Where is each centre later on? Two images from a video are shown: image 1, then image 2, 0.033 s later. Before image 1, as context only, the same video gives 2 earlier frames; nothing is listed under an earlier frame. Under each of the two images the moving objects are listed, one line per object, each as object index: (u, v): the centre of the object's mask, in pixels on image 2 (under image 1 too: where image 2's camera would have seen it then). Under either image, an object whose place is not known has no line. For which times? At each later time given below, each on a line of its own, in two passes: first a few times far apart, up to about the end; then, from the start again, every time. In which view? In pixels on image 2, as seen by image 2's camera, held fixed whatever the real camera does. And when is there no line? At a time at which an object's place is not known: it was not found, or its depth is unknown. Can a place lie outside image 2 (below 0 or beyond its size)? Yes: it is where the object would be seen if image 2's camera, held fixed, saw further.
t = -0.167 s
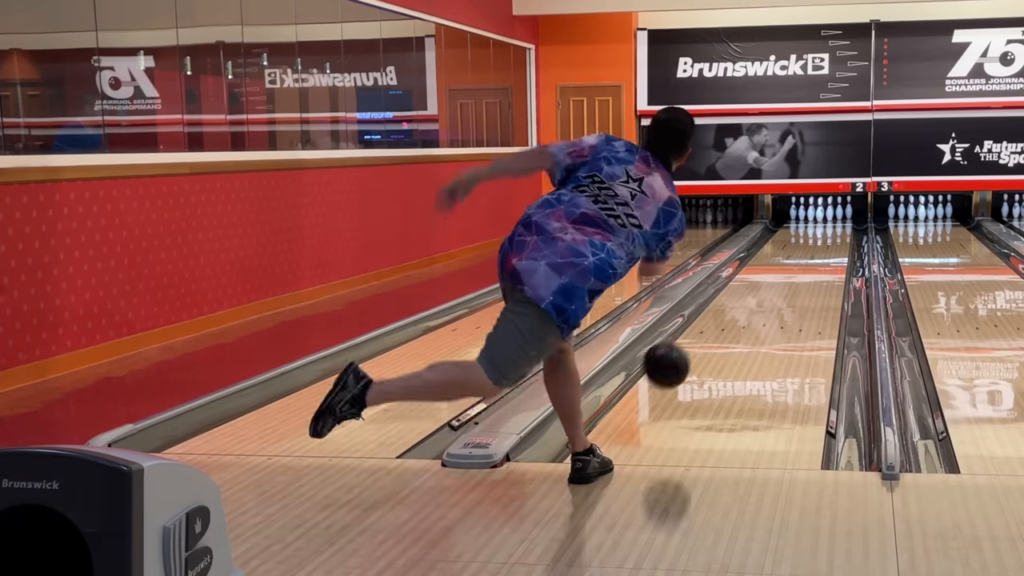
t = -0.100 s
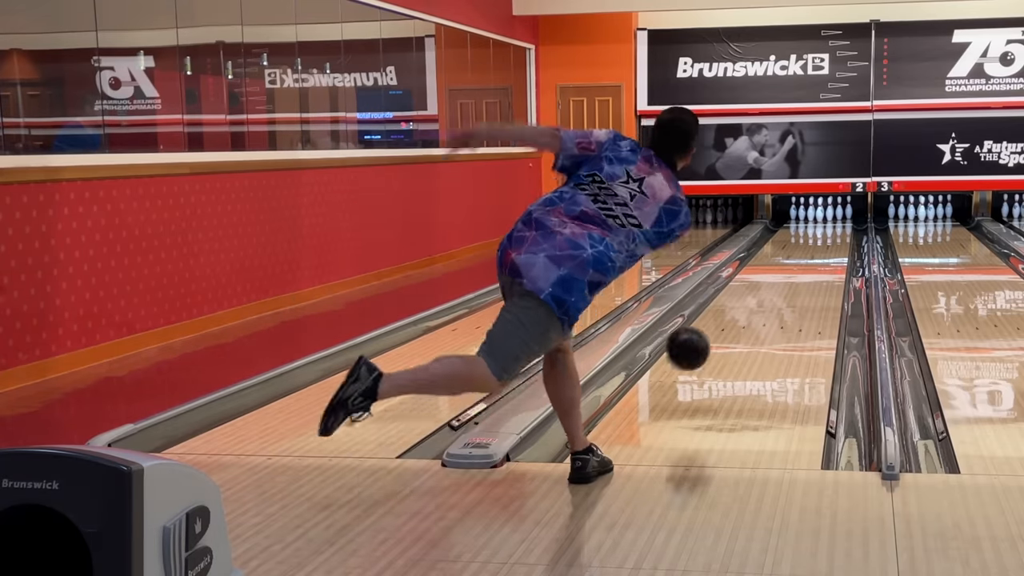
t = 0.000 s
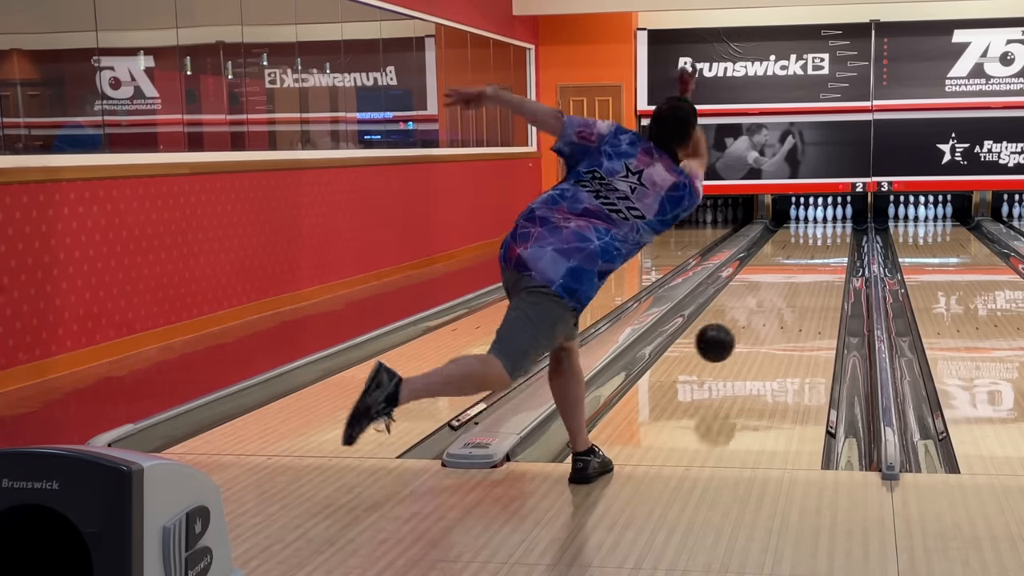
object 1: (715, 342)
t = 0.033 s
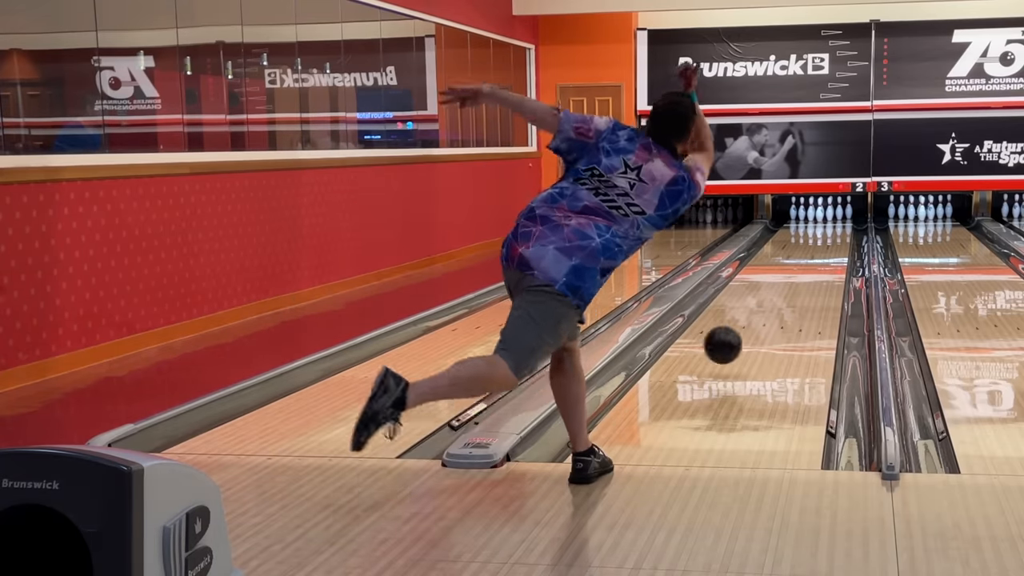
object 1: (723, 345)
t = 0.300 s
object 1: (770, 314)
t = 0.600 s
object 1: (803, 281)
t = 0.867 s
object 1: (823, 261)
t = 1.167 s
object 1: (837, 245)
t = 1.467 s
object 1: (841, 232)
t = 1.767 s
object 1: (837, 223)
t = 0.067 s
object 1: (730, 349)
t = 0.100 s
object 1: (737, 343)
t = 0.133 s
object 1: (743, 334)
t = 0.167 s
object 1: (749, 328)
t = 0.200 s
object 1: (755, 323)
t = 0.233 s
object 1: (760, 320)
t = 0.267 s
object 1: (765, 319)
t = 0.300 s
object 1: (770, 314)
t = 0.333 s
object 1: (774, 310)
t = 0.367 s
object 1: (779, 306)
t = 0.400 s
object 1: (783, 302)
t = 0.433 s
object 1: (787, 298)
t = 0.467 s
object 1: (790, 295)
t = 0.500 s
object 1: (794, 291)
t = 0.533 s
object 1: (797, 288)
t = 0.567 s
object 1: (800, 285)
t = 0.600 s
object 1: (803, 281)
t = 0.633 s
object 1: (806, 279)
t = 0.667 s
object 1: (809, 276)
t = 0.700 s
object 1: (811, 273)
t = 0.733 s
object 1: (814, 271)
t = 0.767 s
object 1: (816, 268)
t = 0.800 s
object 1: (819, 266)
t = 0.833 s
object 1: (821, 263)
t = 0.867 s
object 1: (823, 261)
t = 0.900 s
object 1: (825, 259)
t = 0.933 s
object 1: (827, 257)
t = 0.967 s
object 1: (828, 255)
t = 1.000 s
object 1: (830, 253)
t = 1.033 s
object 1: (832, 251)
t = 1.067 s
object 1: (833, 249)
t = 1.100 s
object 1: (835, 248)
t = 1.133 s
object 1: (836, 246)
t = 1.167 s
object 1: (837, 245)
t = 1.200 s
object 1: (838, 243)
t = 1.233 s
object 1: (838, 242)
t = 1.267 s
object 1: (839, 240)
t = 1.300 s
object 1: (840, 238)
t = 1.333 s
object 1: (840, 237)
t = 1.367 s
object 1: (841, 236)
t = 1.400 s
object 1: (841, 234)
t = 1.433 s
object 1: (841, 233)
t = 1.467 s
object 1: (841, 232)
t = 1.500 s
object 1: (841, 231)
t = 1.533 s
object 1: (841, 230)
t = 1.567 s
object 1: (841, 229)
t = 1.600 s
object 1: (840, 228)
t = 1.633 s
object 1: (840, 227)
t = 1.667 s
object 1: (839, 226)
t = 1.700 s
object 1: (838, 224)
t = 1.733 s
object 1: (838, 224)
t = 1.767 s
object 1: (837, 223)
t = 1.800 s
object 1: (835, 222)
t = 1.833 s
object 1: (834, 221)
